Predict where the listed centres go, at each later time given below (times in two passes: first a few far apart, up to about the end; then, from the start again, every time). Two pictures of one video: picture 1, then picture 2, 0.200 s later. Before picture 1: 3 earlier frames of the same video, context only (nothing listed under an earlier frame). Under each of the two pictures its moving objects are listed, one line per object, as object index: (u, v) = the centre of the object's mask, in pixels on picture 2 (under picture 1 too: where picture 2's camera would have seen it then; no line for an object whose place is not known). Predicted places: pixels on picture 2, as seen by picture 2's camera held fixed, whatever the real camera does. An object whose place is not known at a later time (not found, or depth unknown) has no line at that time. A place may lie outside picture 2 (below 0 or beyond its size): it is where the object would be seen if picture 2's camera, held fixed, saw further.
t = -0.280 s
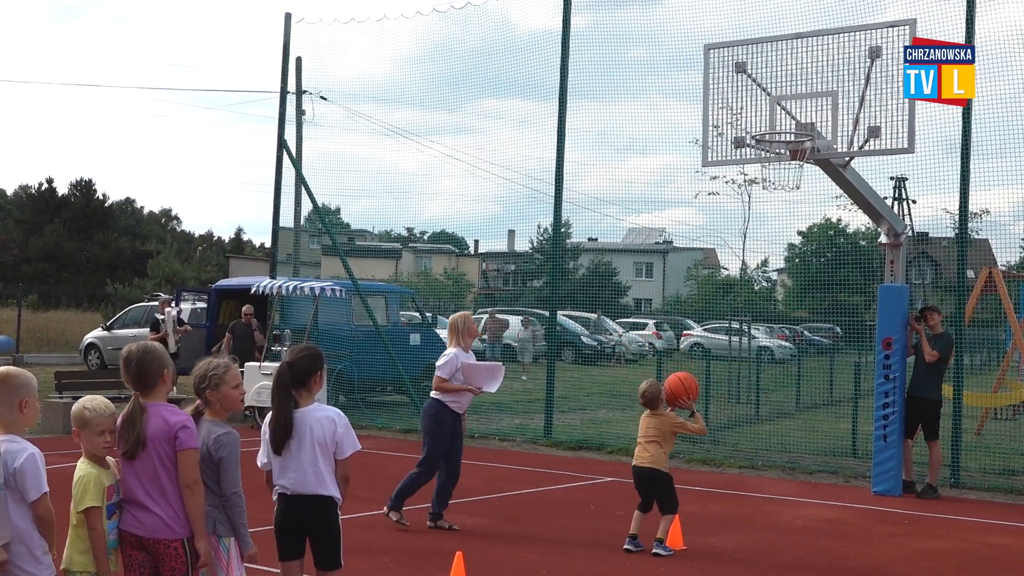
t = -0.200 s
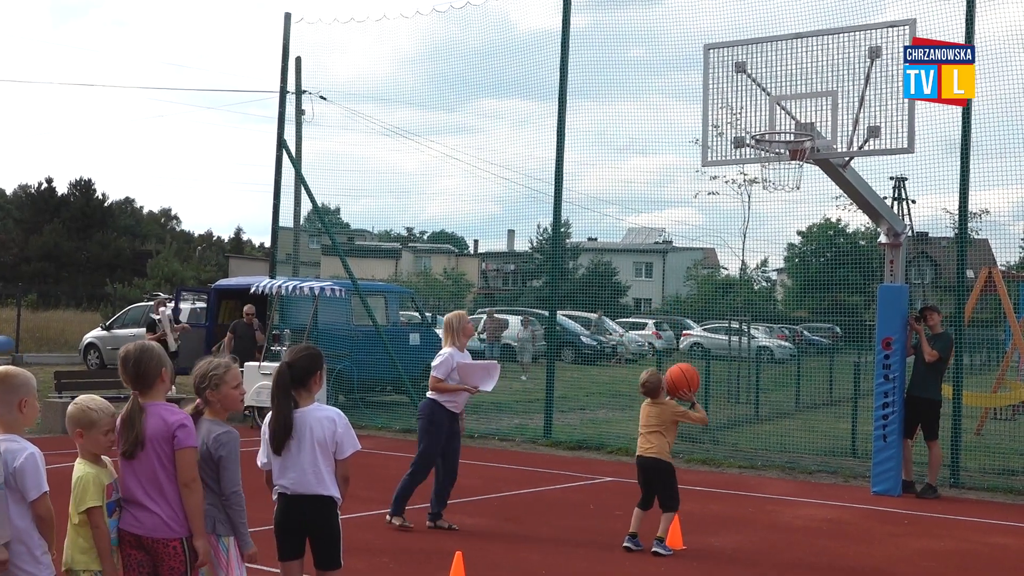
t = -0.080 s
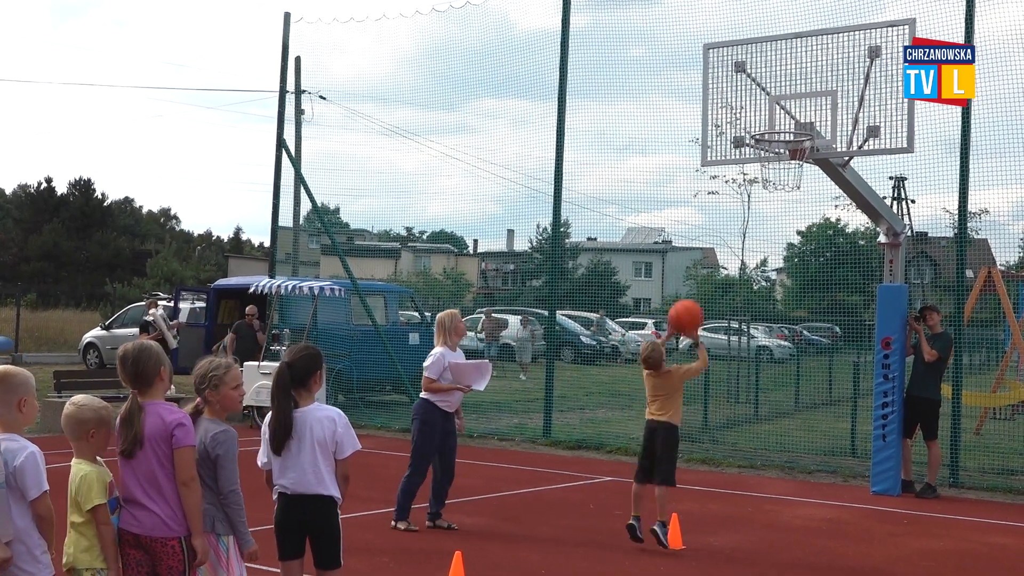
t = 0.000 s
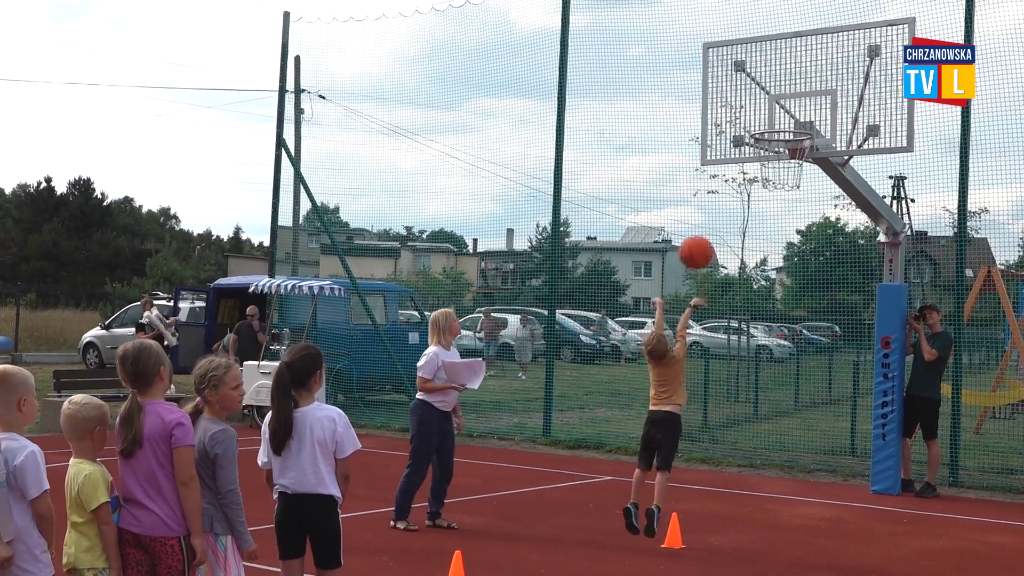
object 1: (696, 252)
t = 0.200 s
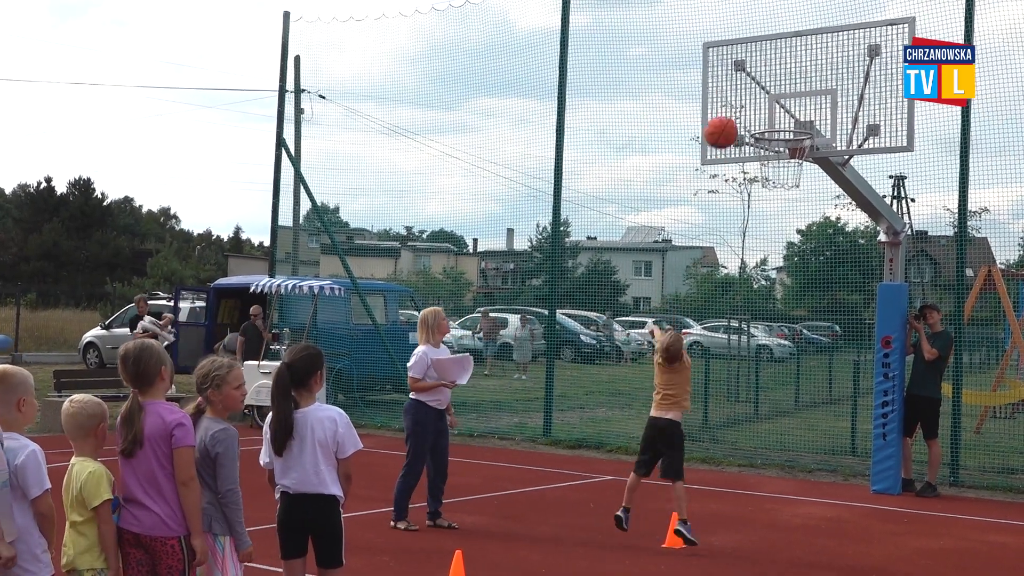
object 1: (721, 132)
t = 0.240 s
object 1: (726, 116)
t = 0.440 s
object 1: (747, 67)
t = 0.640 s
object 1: (765, 70)
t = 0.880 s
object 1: (781, 122)
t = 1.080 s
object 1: (759, 109)
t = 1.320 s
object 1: (726, 135)
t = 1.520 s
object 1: (695, 199)
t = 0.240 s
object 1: (726, 116)
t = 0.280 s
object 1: (730, 101)
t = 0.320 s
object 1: (734, 89)
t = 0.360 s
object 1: (738, 80)
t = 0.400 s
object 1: (742, 72)
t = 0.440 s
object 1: (747, 67)
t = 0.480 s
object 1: (750, 63)
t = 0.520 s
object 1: (754, 62)
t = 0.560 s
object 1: (757, 62)
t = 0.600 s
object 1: (761, 65)
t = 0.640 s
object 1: (765, 70)
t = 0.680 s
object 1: (768, 76)
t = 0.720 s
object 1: (771, 85)
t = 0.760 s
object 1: (774, 95)
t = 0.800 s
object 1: (778, 107)
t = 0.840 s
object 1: (780, 119)
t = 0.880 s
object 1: (781, 122)
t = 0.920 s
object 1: (777, 116)
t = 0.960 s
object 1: (773, 112)
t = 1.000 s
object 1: (768, 109)
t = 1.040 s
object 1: (763, 108)
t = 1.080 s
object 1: (759, 109)
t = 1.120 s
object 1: (754, 111)
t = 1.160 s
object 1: (748, 116)
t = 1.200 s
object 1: (743, 120)
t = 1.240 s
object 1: (738, 123)
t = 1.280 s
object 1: (731, 128)
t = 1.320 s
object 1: (726, 135)
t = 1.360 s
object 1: (720, 143)
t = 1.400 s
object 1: (714, 154)
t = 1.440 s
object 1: (708, 167)
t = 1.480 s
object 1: (701, 182)
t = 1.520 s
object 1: (695, 199)
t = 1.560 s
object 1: (689, 219)
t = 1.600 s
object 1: (683, 241)
